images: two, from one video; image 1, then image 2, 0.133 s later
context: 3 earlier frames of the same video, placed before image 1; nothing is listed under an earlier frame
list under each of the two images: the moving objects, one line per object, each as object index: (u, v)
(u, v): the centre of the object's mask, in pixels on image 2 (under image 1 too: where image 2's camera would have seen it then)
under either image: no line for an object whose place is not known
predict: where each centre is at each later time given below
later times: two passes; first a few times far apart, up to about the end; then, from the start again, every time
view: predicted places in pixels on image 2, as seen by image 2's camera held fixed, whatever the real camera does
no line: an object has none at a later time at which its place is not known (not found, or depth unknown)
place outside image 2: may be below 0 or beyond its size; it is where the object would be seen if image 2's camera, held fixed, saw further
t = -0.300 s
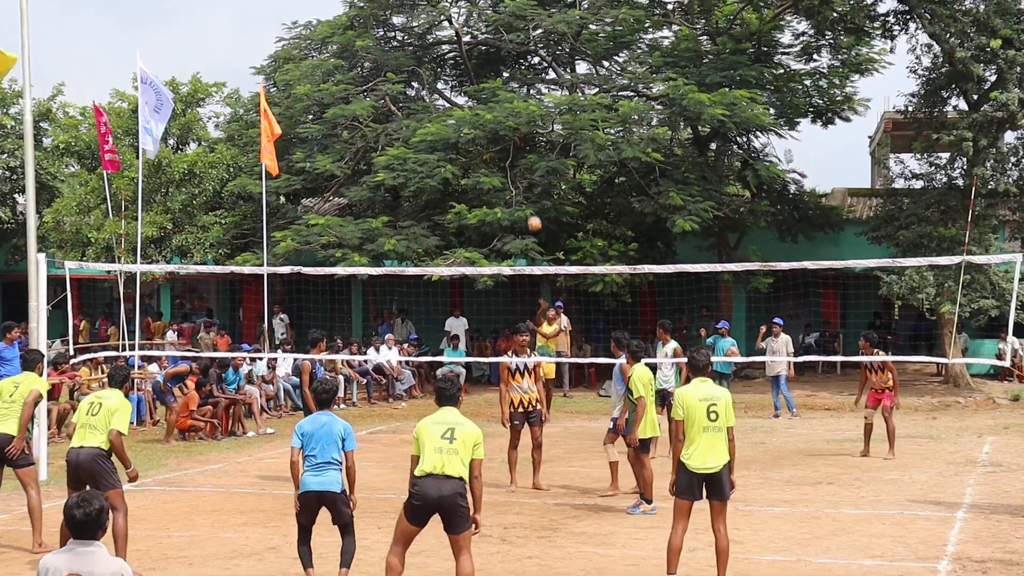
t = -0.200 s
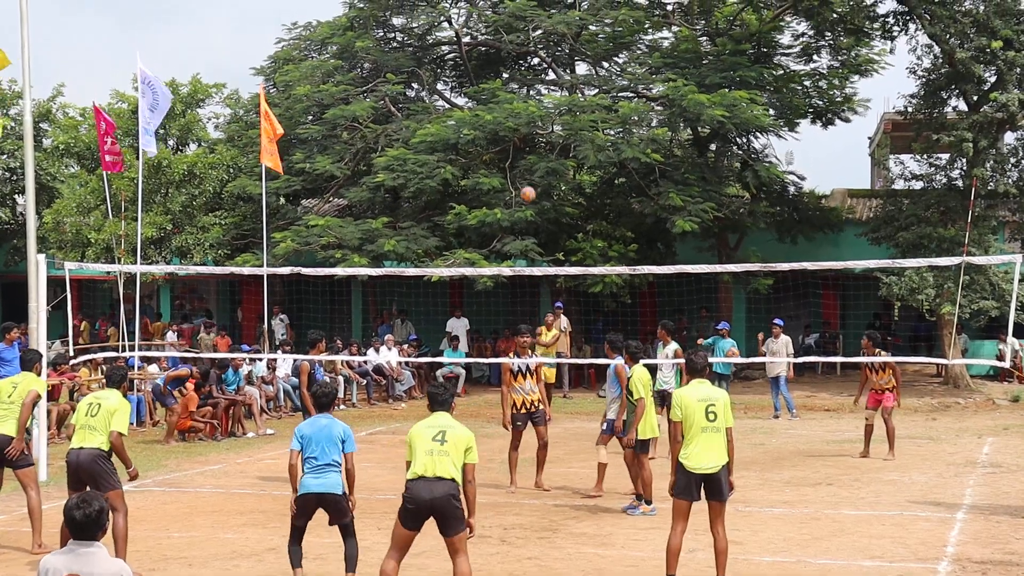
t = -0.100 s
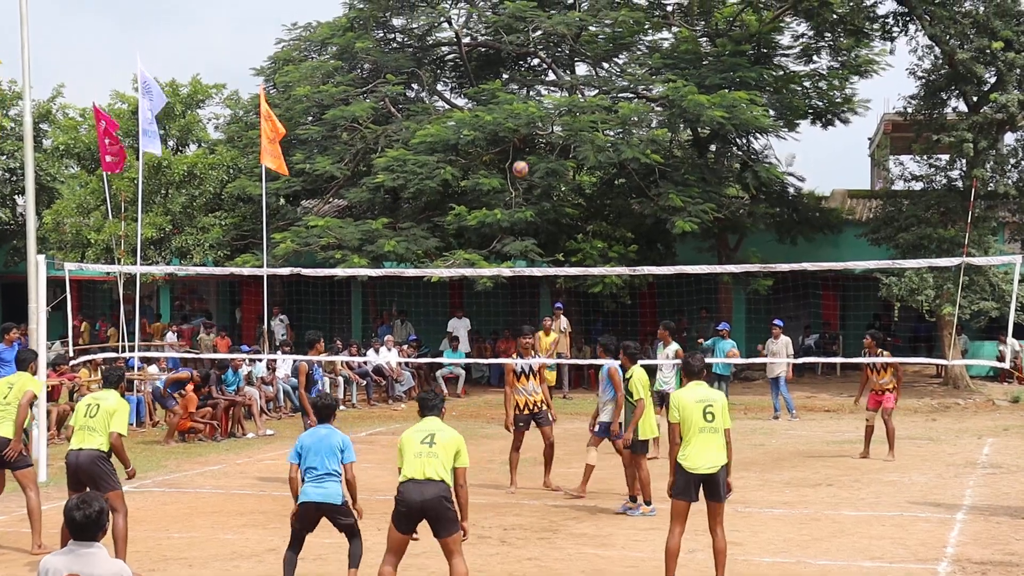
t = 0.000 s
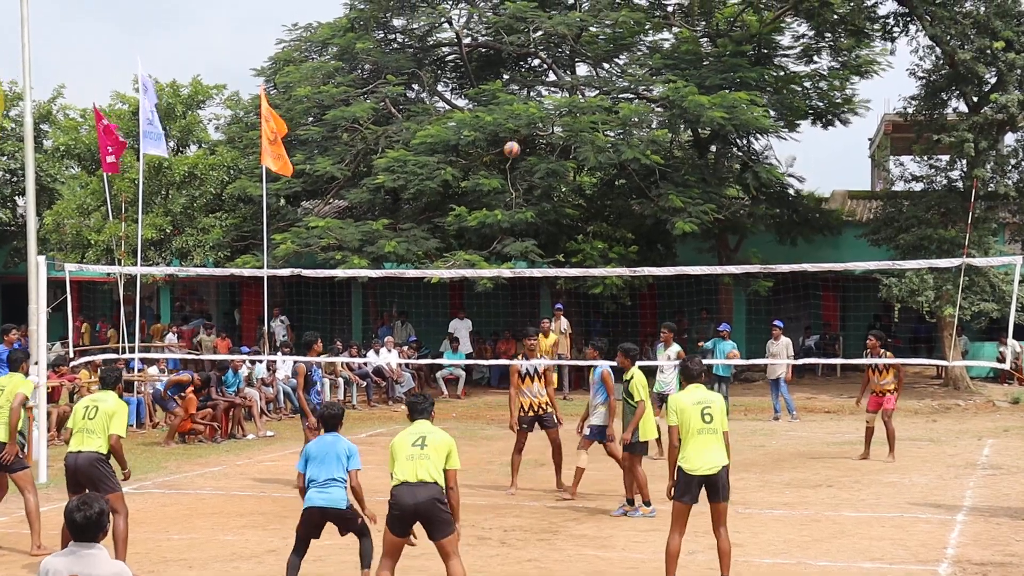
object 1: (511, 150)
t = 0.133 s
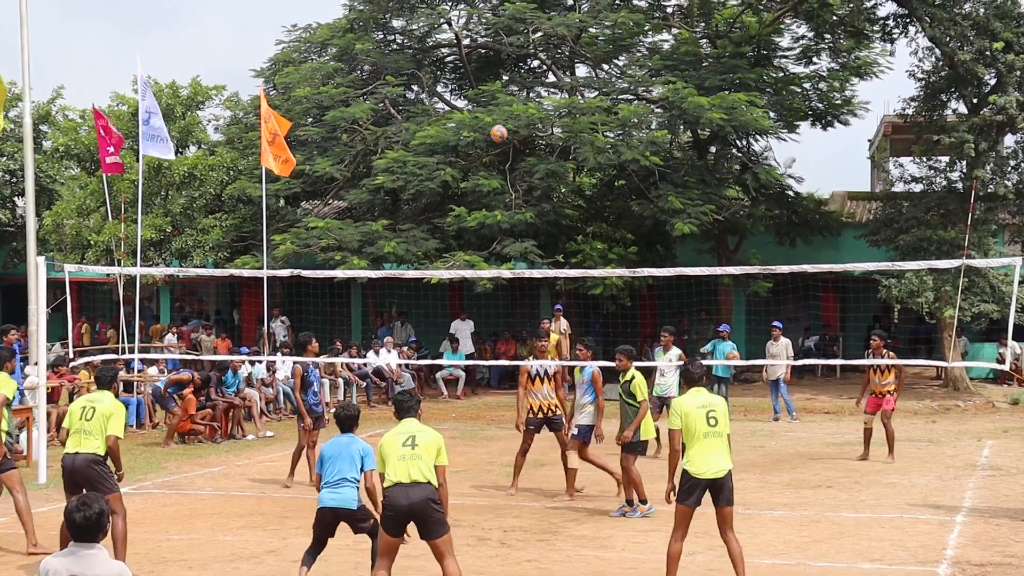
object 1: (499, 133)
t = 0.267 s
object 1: (485, 129)
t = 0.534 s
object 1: (451, 173)
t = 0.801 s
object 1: (399, 307)
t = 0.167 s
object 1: (495, 131)
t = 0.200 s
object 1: (492, 129)
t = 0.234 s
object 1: (489, 129)
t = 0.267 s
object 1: (485, 129)
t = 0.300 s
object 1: (482, 130)
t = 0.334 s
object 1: (478, 133)
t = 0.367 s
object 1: (474, 137)
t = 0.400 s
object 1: (469, 142)
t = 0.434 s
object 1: (465, 148)
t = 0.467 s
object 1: (460, 155)
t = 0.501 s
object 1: (456, 163)
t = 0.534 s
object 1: (451, 173)
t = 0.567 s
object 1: (446, 184)
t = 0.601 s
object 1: (440, 197)
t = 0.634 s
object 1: (434, 211)
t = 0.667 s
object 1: (428, 226)
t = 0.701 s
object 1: (421, 244)
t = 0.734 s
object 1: (414, 261)
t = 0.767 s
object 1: (406, 285)
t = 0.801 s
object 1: (399, 307)
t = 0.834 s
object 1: (391, 330)
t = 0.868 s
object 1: (383, 357)
